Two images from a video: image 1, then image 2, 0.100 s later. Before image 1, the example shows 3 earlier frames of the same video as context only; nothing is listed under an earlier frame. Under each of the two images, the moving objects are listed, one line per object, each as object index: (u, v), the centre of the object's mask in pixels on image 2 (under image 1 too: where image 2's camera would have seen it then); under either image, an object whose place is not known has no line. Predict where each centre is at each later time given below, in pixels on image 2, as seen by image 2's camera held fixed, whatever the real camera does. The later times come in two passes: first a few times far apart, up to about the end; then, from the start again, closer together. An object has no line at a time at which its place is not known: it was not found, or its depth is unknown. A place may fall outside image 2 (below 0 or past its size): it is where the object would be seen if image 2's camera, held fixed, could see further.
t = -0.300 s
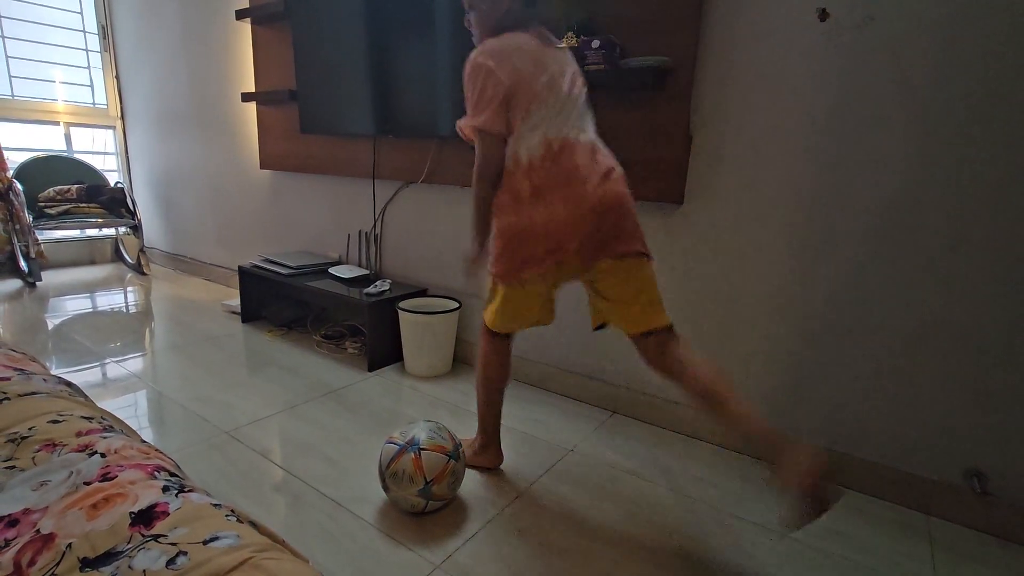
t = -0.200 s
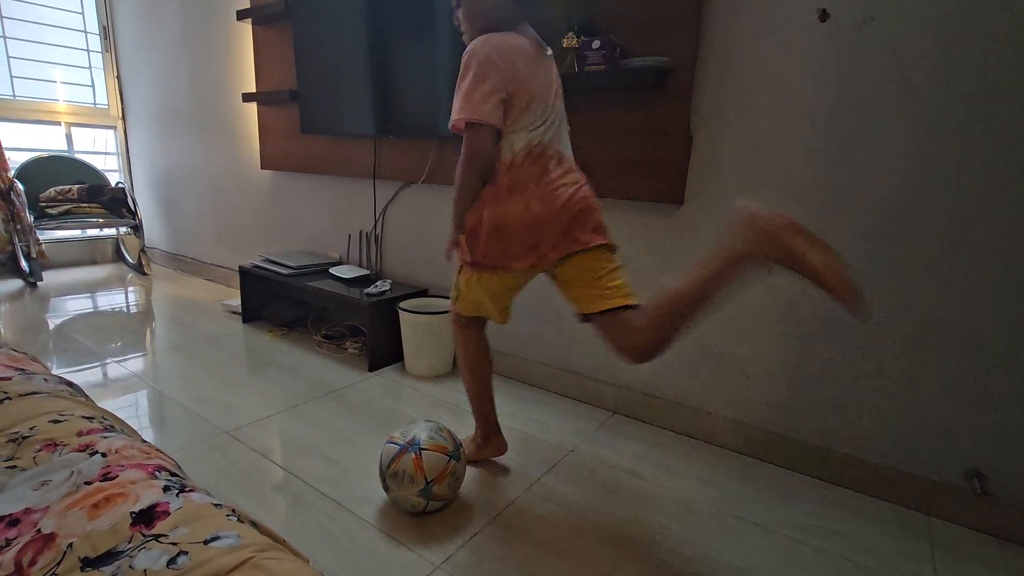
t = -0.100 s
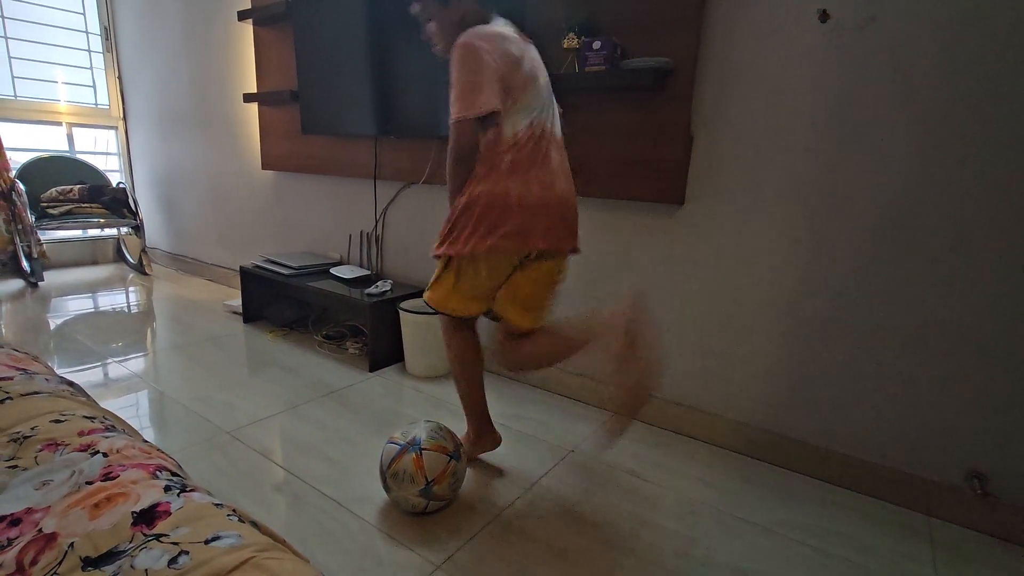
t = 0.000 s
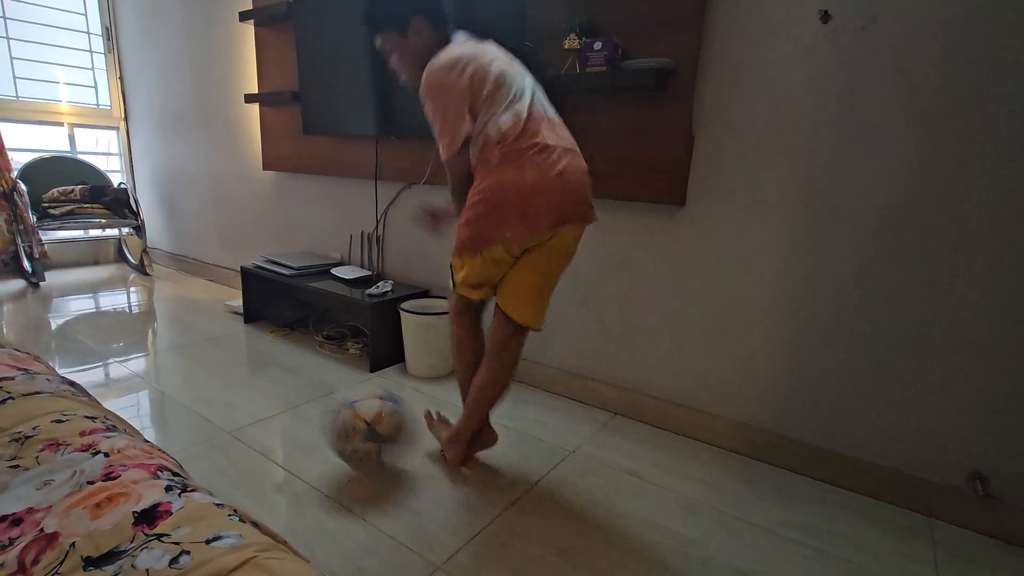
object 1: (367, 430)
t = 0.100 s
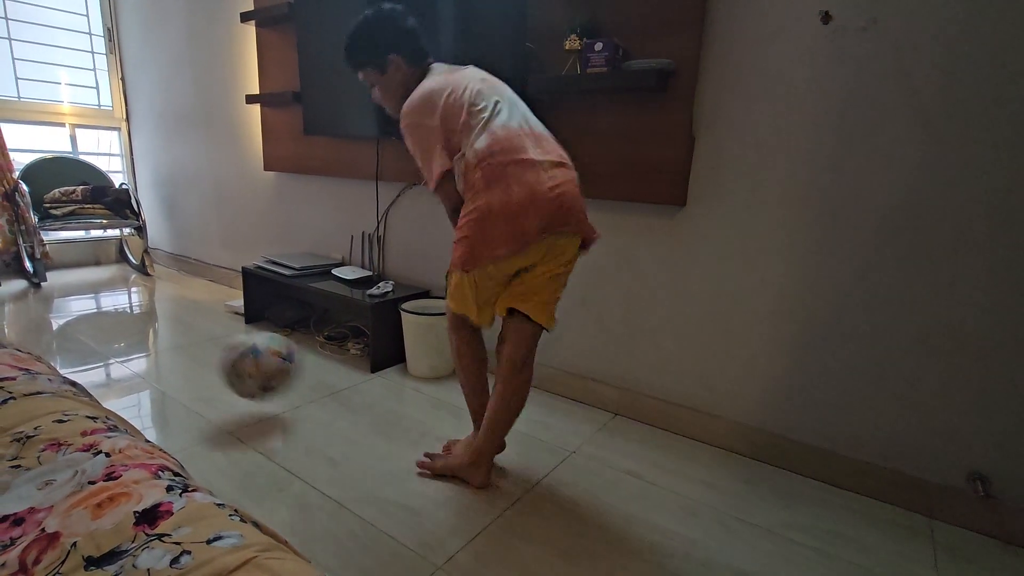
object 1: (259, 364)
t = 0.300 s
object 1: (123, 331)
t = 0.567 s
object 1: (23, 305)
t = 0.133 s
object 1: (231, 354)
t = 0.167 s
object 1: (204, 347)
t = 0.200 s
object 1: (180, 344)
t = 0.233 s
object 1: (158, 343)
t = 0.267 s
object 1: (138, 340)
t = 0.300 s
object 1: (123, 331)
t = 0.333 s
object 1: (109, 322)
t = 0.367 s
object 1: (94, 317)
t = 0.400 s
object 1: (81, 313)
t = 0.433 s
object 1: (69, 311)
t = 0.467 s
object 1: (56, 314)
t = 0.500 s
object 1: (45, 317)
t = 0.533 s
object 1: (34, 310)
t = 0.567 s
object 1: (23, 305)
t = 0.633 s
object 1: (3, 302)
